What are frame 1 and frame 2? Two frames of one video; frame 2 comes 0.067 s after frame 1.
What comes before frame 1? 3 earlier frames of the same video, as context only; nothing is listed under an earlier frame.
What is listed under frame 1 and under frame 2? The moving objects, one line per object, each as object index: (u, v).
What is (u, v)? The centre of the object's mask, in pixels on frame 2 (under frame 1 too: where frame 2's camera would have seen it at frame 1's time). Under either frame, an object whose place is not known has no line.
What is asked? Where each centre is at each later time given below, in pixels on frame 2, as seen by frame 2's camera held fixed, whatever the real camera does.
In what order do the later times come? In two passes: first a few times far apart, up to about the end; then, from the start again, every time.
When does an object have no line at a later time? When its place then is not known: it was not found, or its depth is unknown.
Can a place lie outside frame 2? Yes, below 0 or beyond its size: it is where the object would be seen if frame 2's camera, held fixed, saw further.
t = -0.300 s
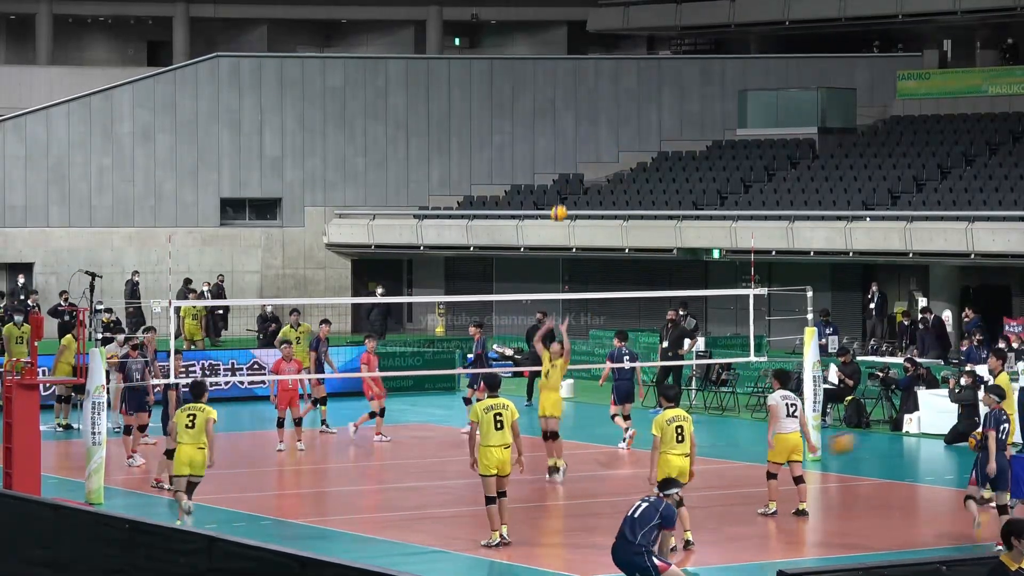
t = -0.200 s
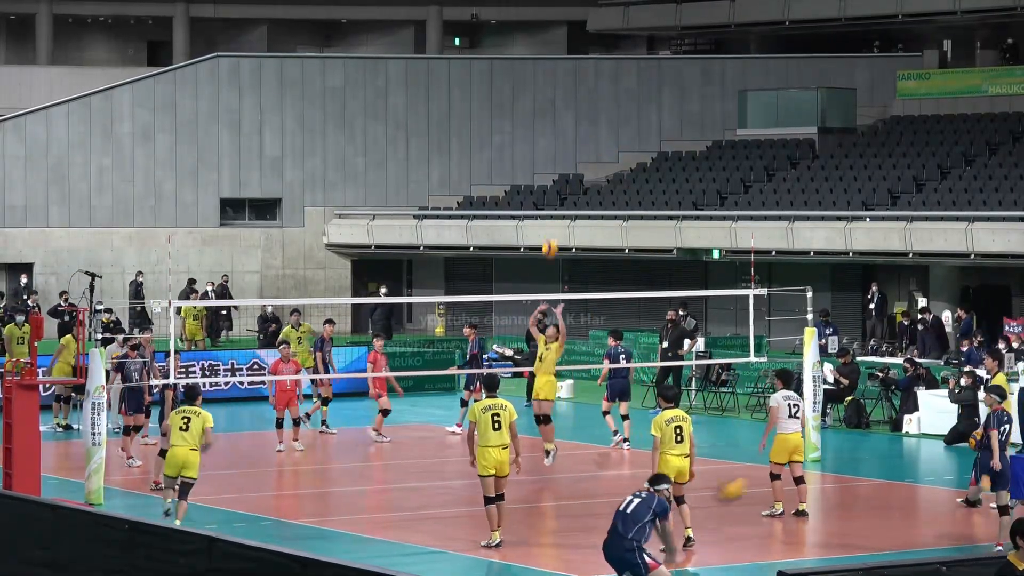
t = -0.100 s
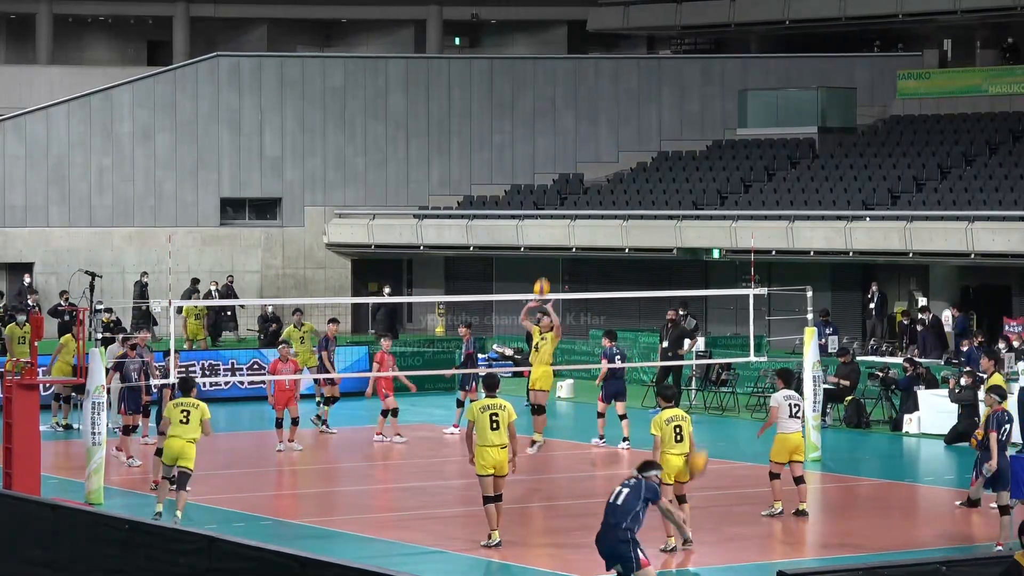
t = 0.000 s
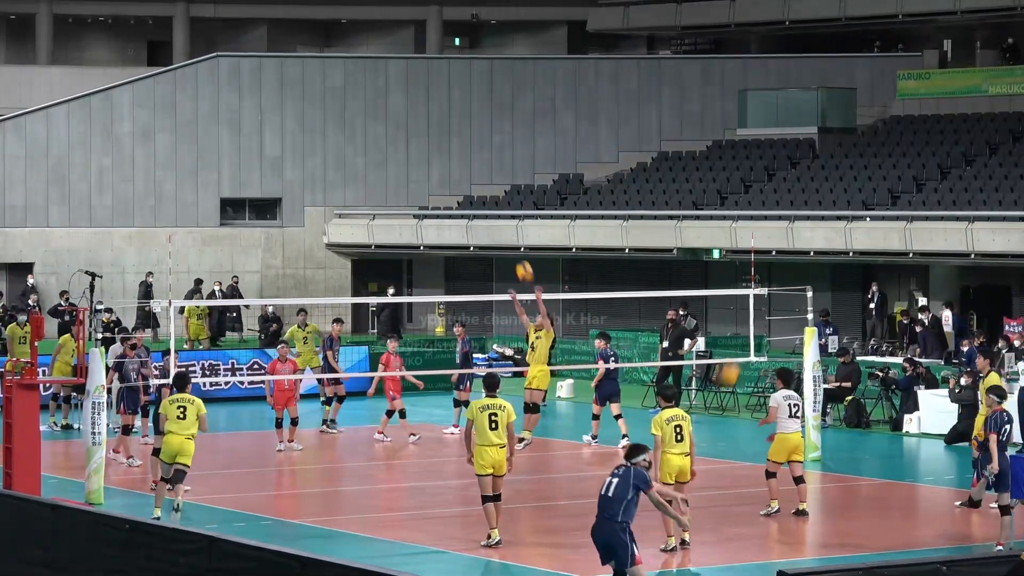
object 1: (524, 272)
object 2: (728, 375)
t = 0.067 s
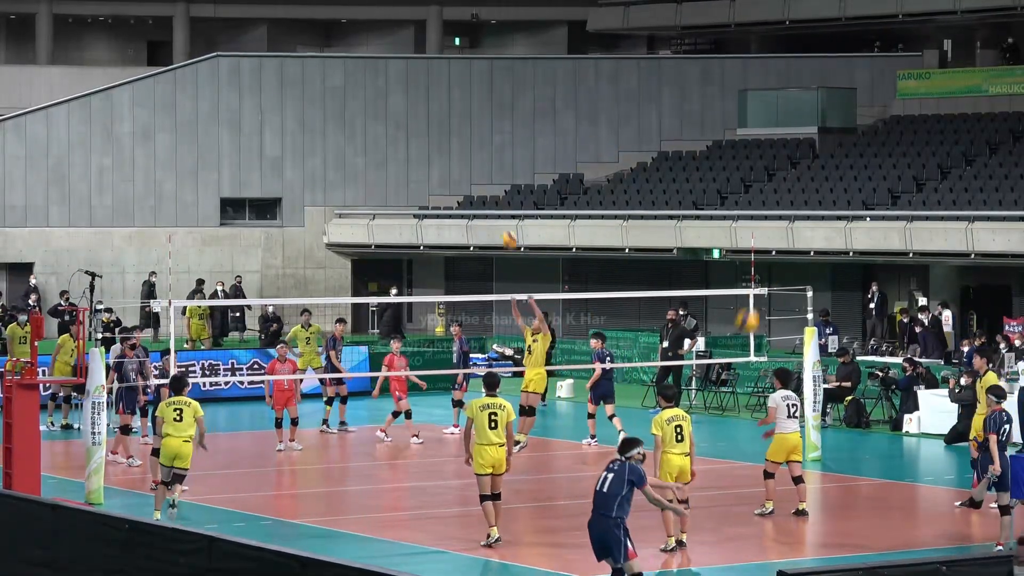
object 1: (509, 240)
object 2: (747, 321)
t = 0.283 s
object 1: (459, 159)
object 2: (806, 193)
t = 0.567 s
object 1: (397, 106)
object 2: (875, 109)
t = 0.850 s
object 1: (336, 114)
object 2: (938, 112)
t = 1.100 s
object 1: (282, 172)
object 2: (989, 179)
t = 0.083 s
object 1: (504, 232)
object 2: (752, 309)
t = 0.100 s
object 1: (501, 225)
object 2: (756, 299)
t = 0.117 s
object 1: (497, 217)
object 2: (763, 284)
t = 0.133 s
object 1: (493, 211)
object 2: (767, 275)
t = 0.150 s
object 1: (489, 204)
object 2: (771, 266)
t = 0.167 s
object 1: (485, 199)
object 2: (775, 256)
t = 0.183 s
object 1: (482, 193)
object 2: (779, 246)
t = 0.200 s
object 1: (478, 185)
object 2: (785, 235)
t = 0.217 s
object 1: (473, 180)
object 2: (789, 226)
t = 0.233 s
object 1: (470, 174)
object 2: (793, 217)
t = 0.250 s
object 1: (467, 169)
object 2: (798, 208)
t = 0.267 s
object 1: (463, 164)
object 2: (802, 200)
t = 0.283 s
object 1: (459, 159)
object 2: (806, 193)
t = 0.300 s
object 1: (455, 154)
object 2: (810, 185)
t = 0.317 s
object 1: (452, 150)
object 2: (814, 179)
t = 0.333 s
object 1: (448, 145)
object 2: (818, 173)
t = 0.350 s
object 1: (443, 141)
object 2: (823, 166)
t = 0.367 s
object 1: (440, 137)
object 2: (827, 159)
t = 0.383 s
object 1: (437, 134)
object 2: (831, 153)
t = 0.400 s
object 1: (433, 130)
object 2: (835, 148)
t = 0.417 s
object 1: (430, 127)
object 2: (839, 143)
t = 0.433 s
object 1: (426, 124)
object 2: (843, 139)
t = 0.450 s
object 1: (422, 121)
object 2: (847, 134)
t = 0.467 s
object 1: (418, 118)
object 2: (851, 130)
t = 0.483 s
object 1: (415, 116)
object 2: (855, 126)
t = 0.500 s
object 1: (411, 113)
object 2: (859, 122)
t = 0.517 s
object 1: (408, 111)
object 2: (863, 119)
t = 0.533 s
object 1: (404, 110)
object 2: (867, 115)
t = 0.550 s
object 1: (400, 107)
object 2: (871, 111)
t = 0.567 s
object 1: (397, 106)
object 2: (875, 109)
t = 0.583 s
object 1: (393, 105)
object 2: (878, 107)
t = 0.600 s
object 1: (389, 103)
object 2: (882, 106)
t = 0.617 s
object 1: (386, 103)
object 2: (886, 104)
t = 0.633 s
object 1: (382, 102)
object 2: (890, 104)
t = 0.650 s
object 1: (379, 102)
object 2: (894, 102)
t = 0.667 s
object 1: (375, 102)
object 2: (897, 101)
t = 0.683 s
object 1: (371, 102)
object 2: (901, 101)
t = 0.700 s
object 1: (368, 102)
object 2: (904, 101)
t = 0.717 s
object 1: (364, 102)
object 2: (908, 101)
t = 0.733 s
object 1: (361, 103)
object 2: (912, 101)
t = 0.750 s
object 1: (357, 104)
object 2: (916, 101)
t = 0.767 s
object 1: (354, 105)
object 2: (919, 103)
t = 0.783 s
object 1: (350, 107)
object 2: (923, 104)
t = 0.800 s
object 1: (347, 108)
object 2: (927, 106)
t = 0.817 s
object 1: (343, 110)
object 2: (931, 108)
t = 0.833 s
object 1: (340, 111)
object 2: (933, 110)
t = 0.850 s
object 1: (336, 114)
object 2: (938, 112)
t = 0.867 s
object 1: (332, 116)
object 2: (941, 115)
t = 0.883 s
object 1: (329, 119)
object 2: (944, 118)
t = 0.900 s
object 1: (325, 122)
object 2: (948, 121)
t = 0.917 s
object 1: (322, 125)
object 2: (951, 125)
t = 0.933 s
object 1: (318, 128)
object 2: (955, 128)
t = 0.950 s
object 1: (315, 131)
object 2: (959, 132)
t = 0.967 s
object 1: (311, 135)
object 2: (962, 136)
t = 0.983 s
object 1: (307, 139)
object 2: (965, 141)
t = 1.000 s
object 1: (304, 143)
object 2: (969, 146)
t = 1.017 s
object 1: (300, 147)
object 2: (972, 151)
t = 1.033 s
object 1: (297, 152)
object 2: (976, 156)
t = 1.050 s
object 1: (293, 157)
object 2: (979, 161)
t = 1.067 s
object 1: (290, 162)
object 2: (982, 167)
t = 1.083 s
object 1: (286, 167)
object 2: (985, 173)
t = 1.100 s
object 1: (282, 172)
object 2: (989, 179)
